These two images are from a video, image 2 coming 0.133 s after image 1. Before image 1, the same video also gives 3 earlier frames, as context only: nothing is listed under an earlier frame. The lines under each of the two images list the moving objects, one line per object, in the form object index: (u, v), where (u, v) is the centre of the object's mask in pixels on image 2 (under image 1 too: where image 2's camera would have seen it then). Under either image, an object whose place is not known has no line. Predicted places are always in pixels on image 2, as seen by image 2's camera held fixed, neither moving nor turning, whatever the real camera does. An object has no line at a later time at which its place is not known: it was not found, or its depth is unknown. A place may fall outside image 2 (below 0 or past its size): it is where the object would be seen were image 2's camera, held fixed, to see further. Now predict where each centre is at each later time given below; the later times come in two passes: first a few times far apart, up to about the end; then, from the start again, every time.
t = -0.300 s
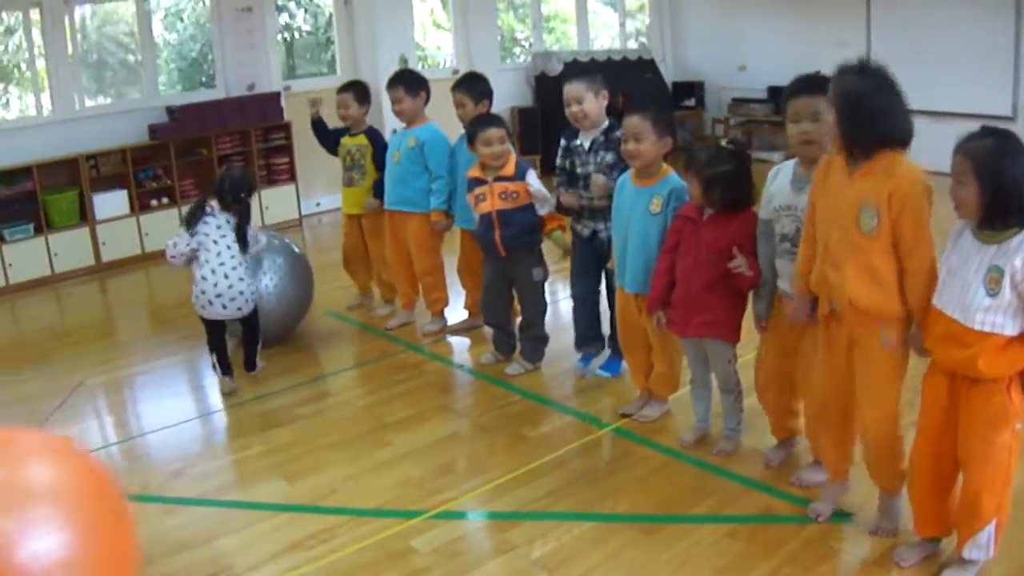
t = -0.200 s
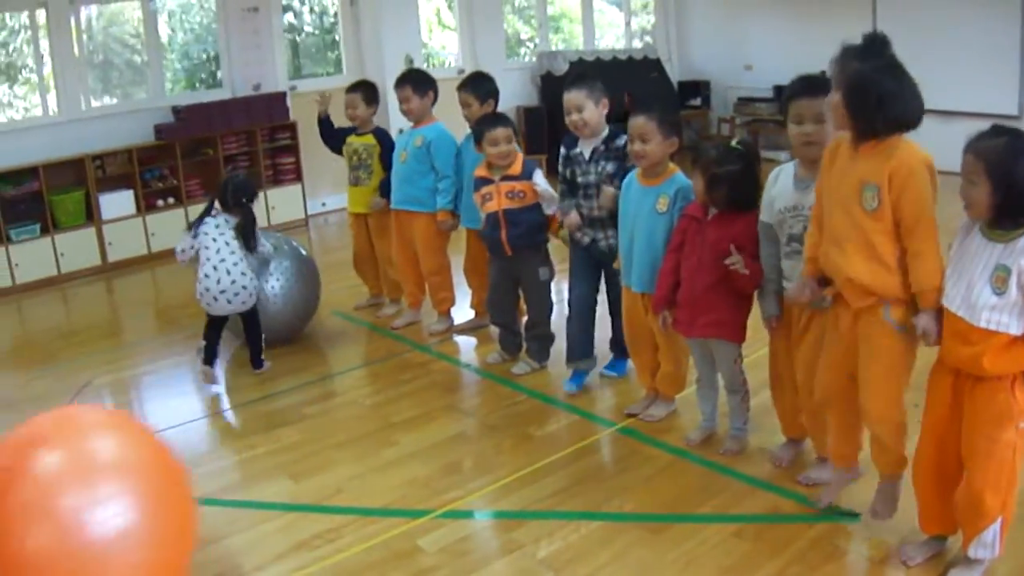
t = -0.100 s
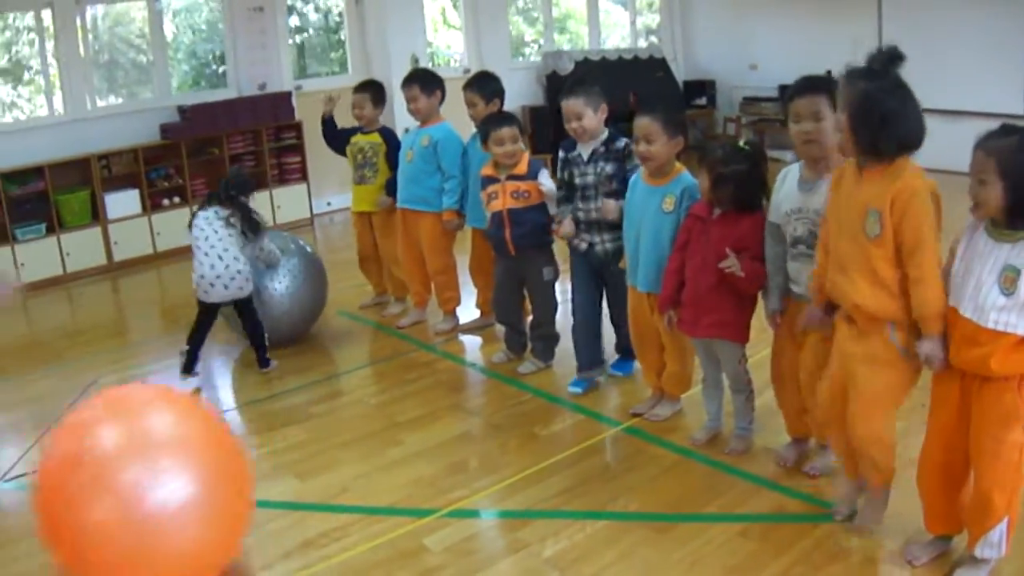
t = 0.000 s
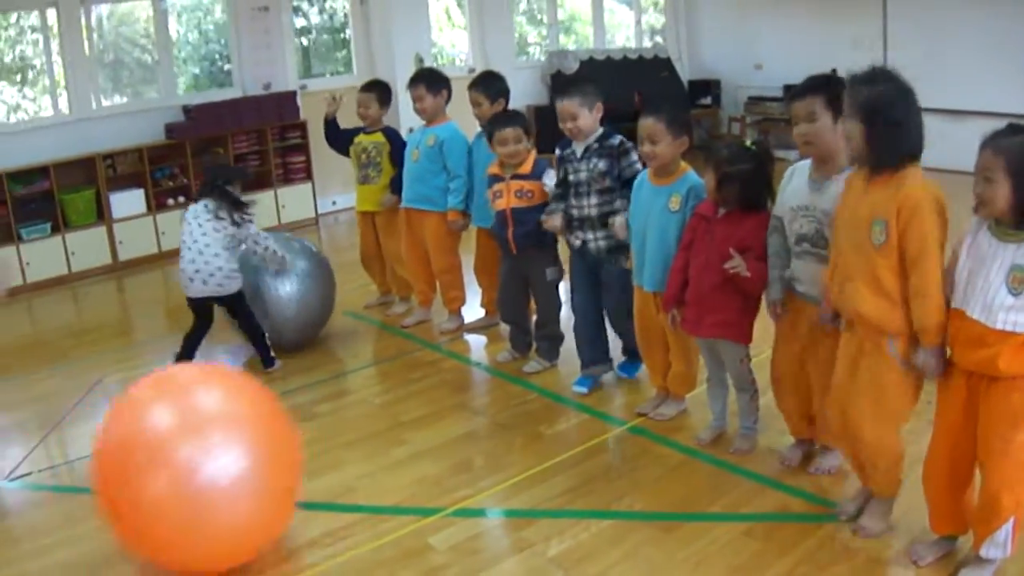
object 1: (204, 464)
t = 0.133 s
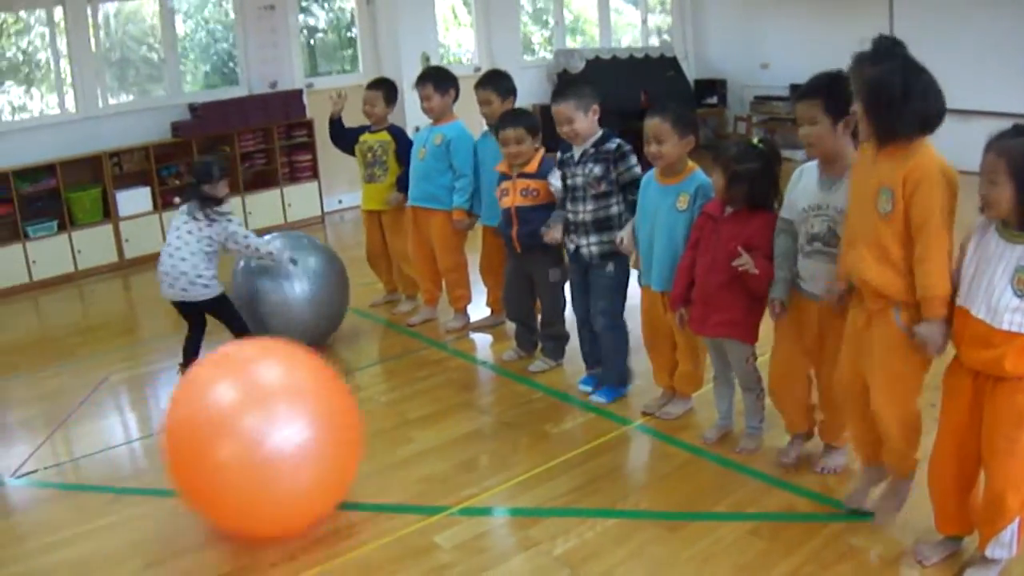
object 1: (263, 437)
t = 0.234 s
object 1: (302, 418)
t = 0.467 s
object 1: (386, 379)
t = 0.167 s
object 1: (276, 430)
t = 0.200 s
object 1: (289, 424)
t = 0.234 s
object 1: (302, 418)
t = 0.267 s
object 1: (314, 413)
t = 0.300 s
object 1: (328, 408)
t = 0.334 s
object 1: (339, 402)
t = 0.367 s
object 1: (351, 395)
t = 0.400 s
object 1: (363, 389)
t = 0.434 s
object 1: (375, 384)
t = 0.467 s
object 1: (386, 379)
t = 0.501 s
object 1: (397, 375)
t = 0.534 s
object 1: (407, 370)
